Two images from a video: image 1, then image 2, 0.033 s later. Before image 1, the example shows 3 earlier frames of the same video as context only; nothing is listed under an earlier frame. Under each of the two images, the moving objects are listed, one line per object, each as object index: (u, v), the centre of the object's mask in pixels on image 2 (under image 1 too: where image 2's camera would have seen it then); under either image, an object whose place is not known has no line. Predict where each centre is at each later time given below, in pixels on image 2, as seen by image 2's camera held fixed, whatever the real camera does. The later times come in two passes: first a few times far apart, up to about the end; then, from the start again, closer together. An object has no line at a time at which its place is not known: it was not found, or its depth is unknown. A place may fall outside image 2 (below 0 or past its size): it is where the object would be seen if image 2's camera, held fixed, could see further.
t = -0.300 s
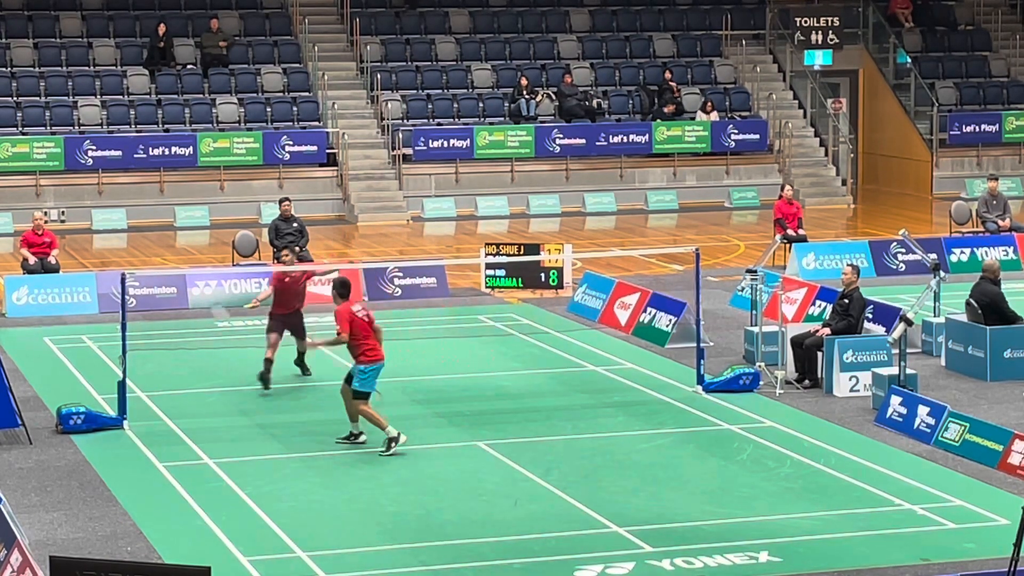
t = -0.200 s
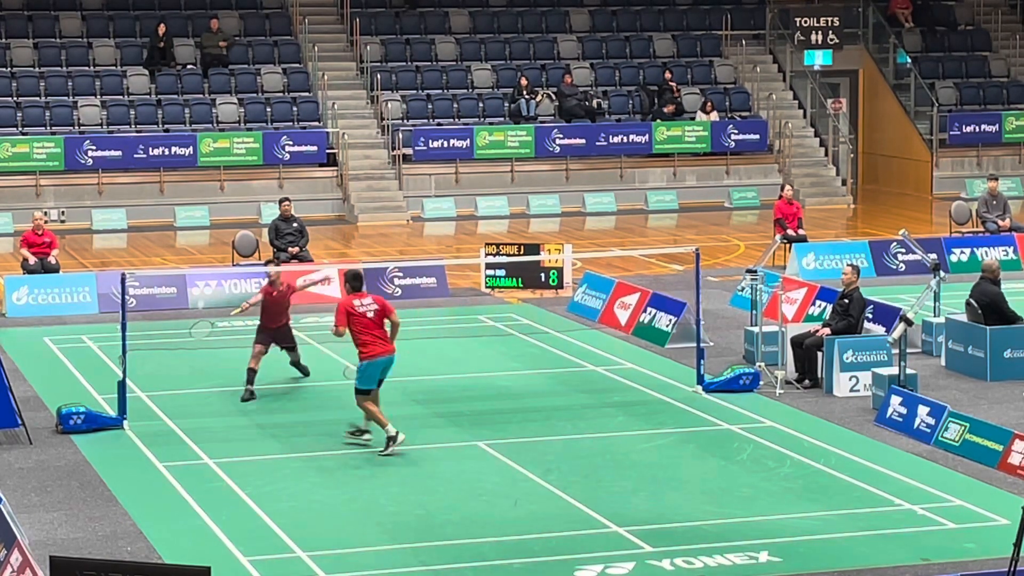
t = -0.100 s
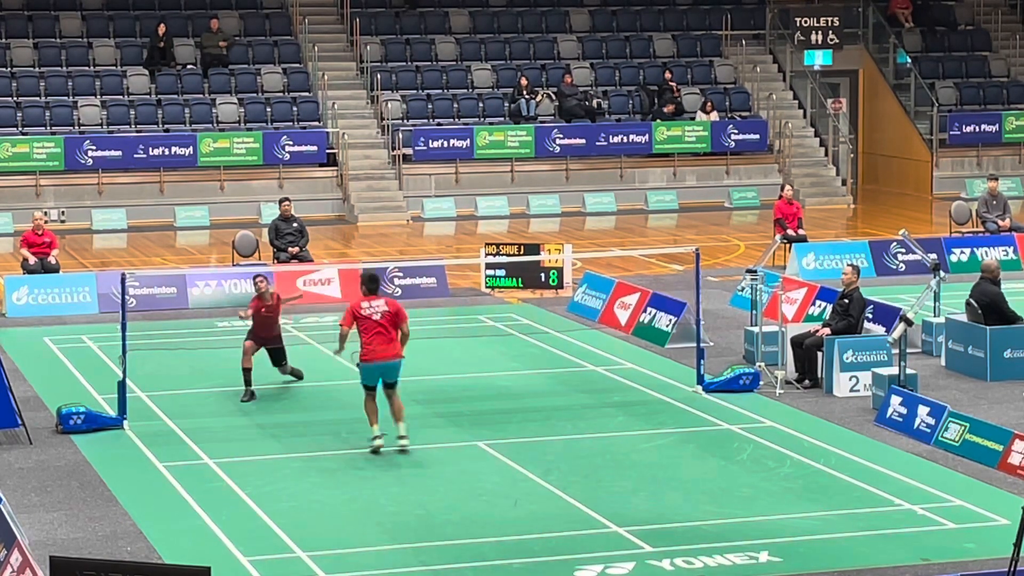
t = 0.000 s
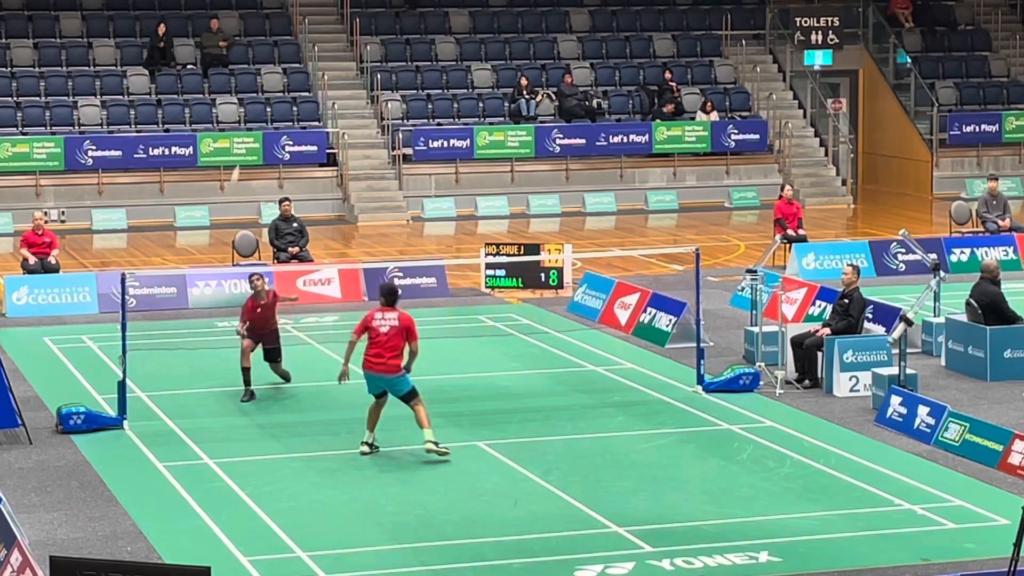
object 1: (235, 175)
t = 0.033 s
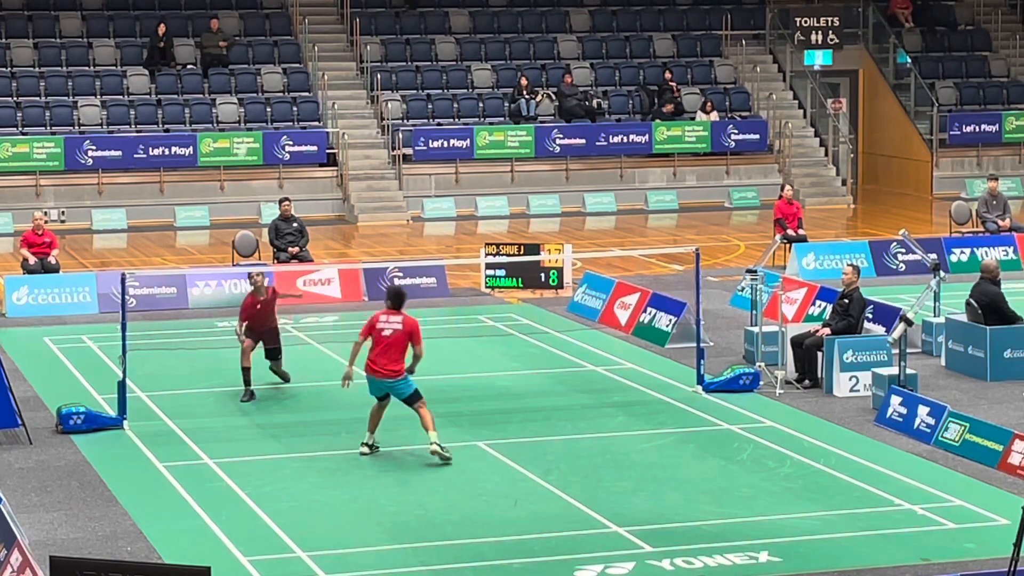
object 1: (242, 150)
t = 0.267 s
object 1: (282, 41)
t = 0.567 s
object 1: (323, 5)
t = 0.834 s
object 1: (352, 60)
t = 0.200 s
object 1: (272, 64)
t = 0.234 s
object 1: (277, 52)
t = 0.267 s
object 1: (282, 41)
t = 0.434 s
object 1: (305, 9)
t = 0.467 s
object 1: (310, 5)
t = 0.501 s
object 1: (314, 4)
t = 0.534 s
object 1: (319, 4)
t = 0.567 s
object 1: (323, 5)
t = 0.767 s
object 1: (345, 38)
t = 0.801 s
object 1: (349, 48)
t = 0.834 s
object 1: (352, 60)
